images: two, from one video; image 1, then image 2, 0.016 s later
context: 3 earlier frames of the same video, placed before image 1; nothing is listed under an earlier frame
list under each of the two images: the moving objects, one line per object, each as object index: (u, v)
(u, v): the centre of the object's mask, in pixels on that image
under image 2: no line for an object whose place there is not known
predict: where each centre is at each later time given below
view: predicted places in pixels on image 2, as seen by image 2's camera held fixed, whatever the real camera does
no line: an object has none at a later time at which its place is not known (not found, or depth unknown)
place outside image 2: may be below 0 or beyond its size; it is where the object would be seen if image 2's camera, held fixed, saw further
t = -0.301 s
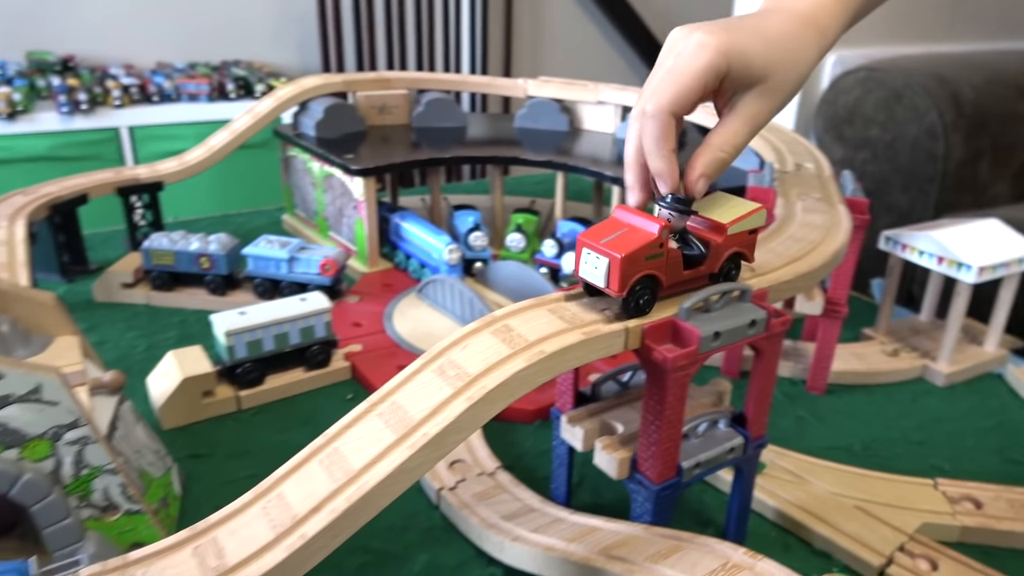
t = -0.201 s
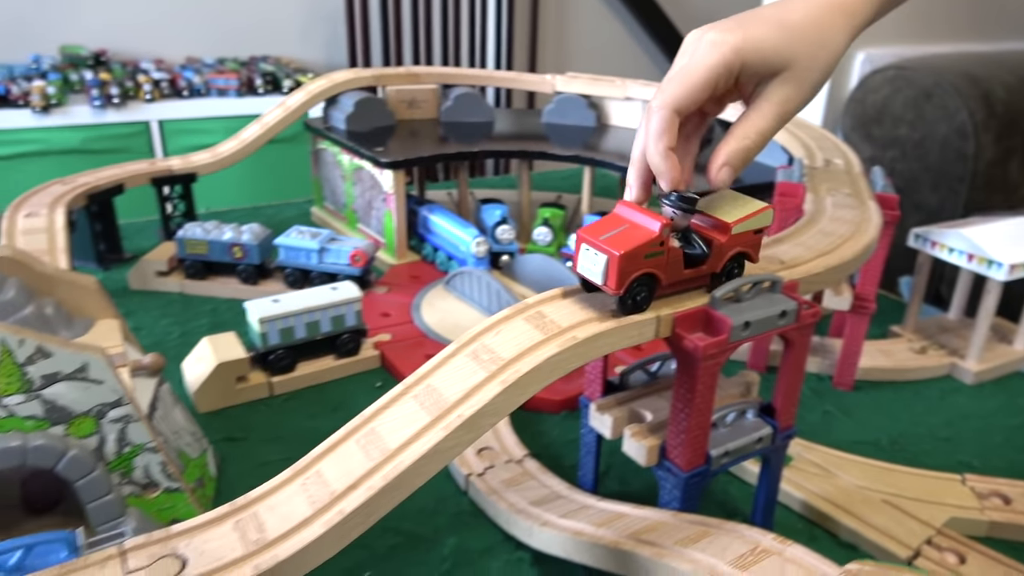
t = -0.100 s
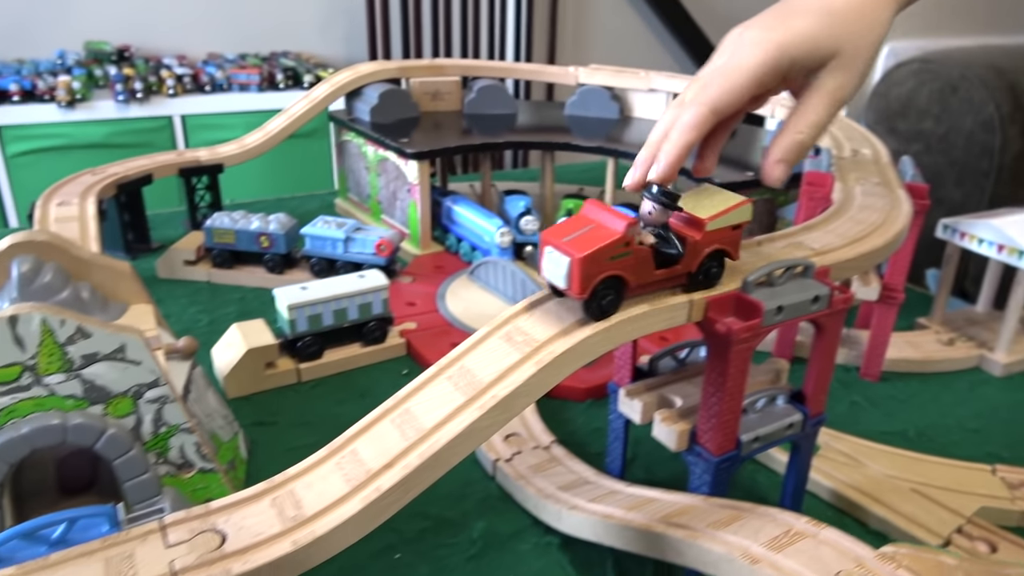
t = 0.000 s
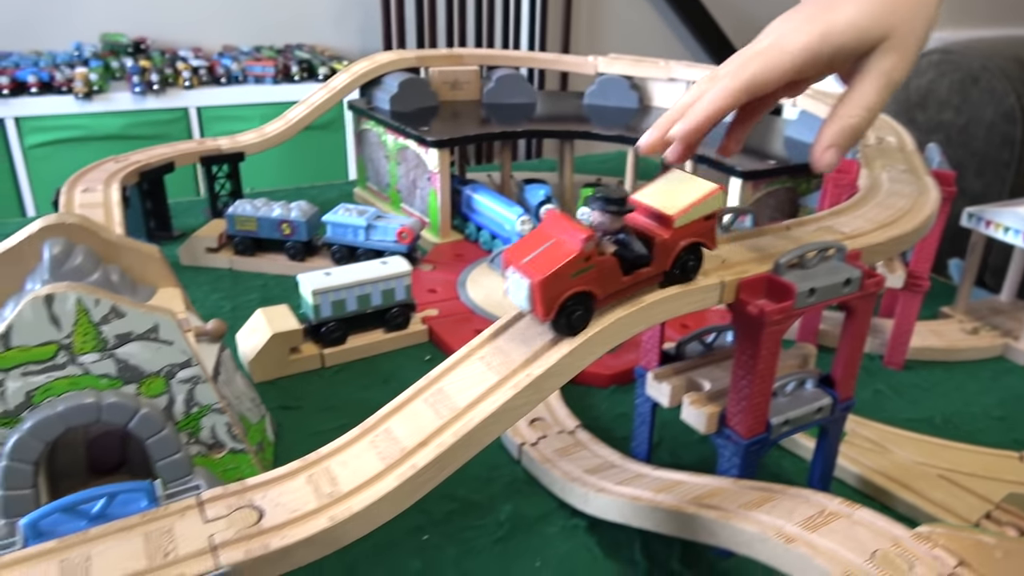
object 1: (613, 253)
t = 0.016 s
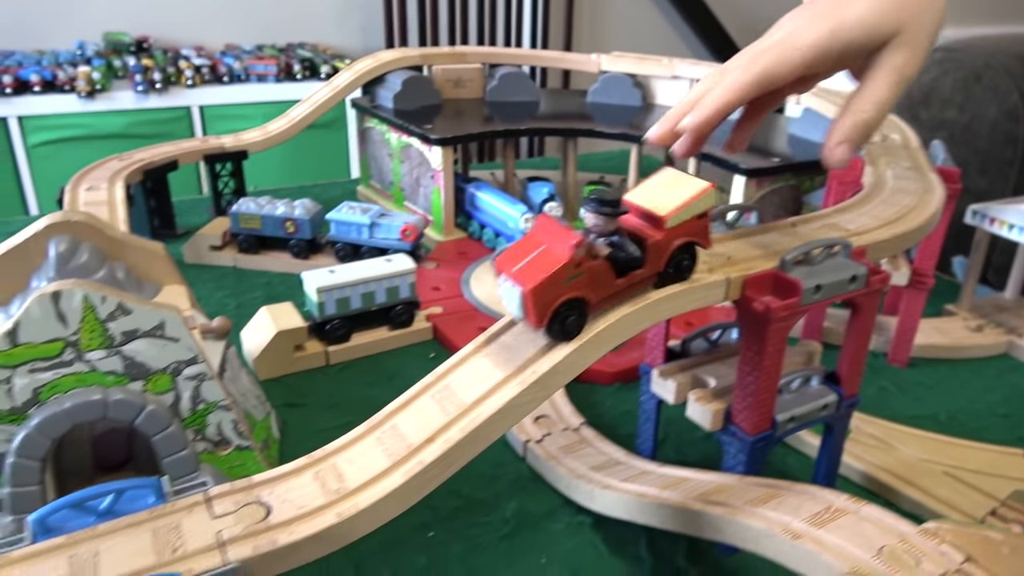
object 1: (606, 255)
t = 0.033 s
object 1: (592, 263)
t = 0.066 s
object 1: (558, 280)
